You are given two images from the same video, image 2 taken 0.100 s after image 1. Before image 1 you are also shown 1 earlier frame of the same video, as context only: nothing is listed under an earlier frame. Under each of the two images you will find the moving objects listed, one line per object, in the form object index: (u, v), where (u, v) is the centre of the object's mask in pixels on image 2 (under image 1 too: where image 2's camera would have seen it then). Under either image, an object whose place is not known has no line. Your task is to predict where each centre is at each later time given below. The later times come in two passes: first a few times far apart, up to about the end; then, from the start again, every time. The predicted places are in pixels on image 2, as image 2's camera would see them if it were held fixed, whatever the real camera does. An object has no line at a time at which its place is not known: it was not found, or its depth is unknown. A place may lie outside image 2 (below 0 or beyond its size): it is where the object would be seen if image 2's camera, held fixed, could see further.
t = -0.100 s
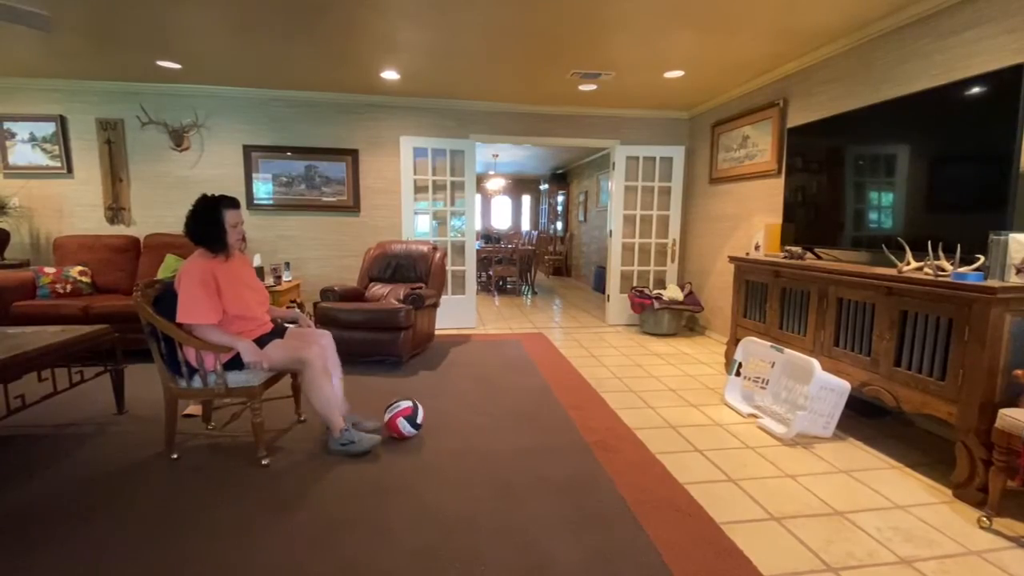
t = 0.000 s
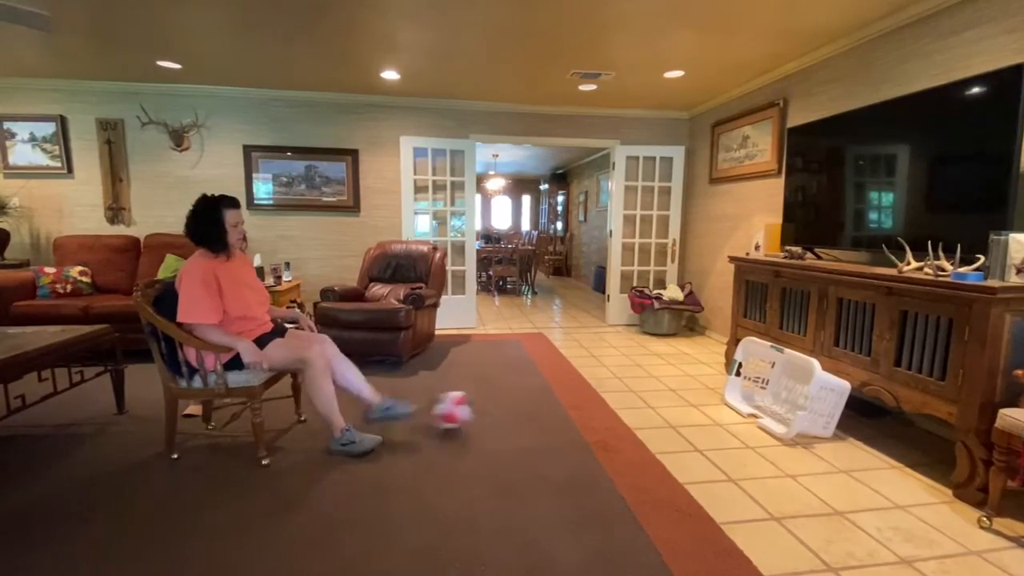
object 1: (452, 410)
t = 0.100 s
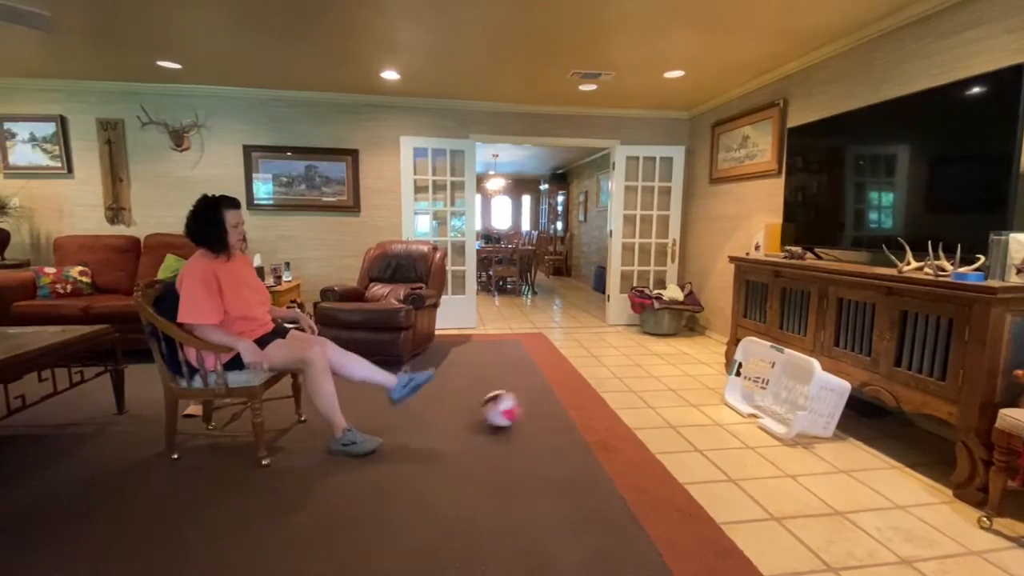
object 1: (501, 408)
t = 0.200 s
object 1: (531, 407)
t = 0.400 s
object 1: (586, 402)
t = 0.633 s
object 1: (646, 400)
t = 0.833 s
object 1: (694, 396)
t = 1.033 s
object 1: (727, 382)
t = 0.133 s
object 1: (511, 406)
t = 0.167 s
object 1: (521, 406)
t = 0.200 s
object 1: (531, 407)
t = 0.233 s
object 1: (540, 406)
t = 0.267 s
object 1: (550, 405)
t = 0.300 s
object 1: (559, 406)
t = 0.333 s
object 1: (570, 404)
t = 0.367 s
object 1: (579, 403)
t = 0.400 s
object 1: (586, 402)
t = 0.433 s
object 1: (596, 401)
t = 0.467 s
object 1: (604, 401)
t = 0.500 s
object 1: (614, 399)
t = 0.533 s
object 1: (621, 400)
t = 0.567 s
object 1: (630, 401)
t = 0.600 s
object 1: (638, 401)
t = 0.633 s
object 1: (646, 400)
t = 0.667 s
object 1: (655, 399)
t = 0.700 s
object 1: (663, 398)
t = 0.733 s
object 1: (670, 397)
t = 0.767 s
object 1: (678, 397)
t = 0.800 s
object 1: (687, 396)
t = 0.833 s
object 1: (694, 396)
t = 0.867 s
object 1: (702, 396)
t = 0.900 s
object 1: (708, 395)
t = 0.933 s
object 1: (714, 393)
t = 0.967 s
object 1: (722, 391)
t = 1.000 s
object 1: (725, 386)
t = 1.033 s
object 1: (727, 382)
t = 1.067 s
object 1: (730, 381)
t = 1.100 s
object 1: (732, 381)
